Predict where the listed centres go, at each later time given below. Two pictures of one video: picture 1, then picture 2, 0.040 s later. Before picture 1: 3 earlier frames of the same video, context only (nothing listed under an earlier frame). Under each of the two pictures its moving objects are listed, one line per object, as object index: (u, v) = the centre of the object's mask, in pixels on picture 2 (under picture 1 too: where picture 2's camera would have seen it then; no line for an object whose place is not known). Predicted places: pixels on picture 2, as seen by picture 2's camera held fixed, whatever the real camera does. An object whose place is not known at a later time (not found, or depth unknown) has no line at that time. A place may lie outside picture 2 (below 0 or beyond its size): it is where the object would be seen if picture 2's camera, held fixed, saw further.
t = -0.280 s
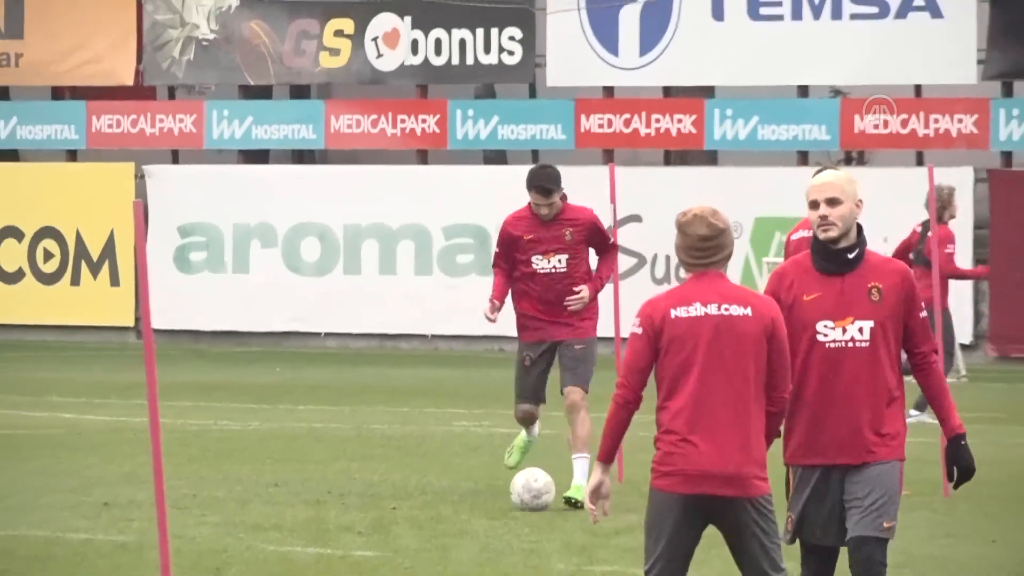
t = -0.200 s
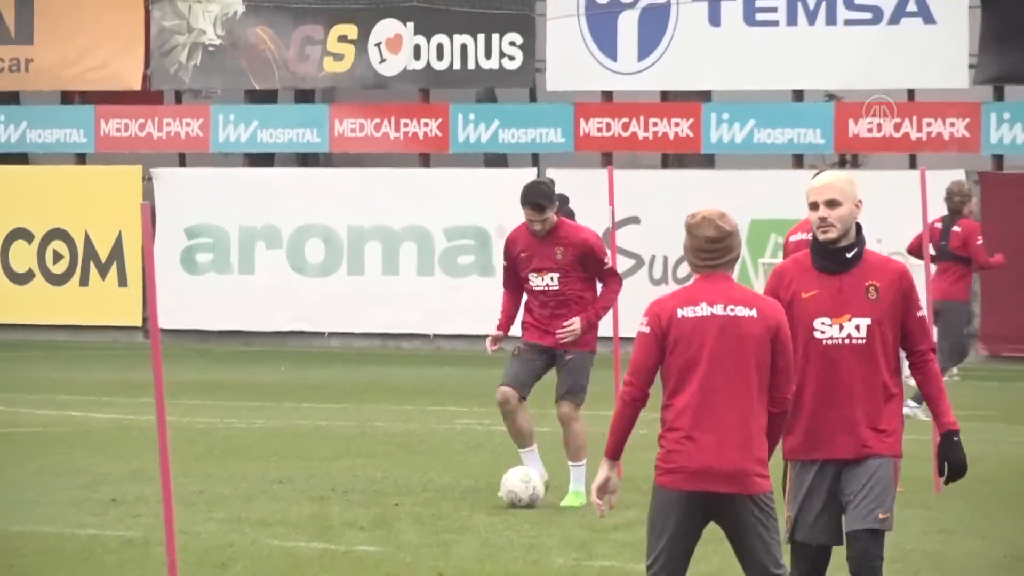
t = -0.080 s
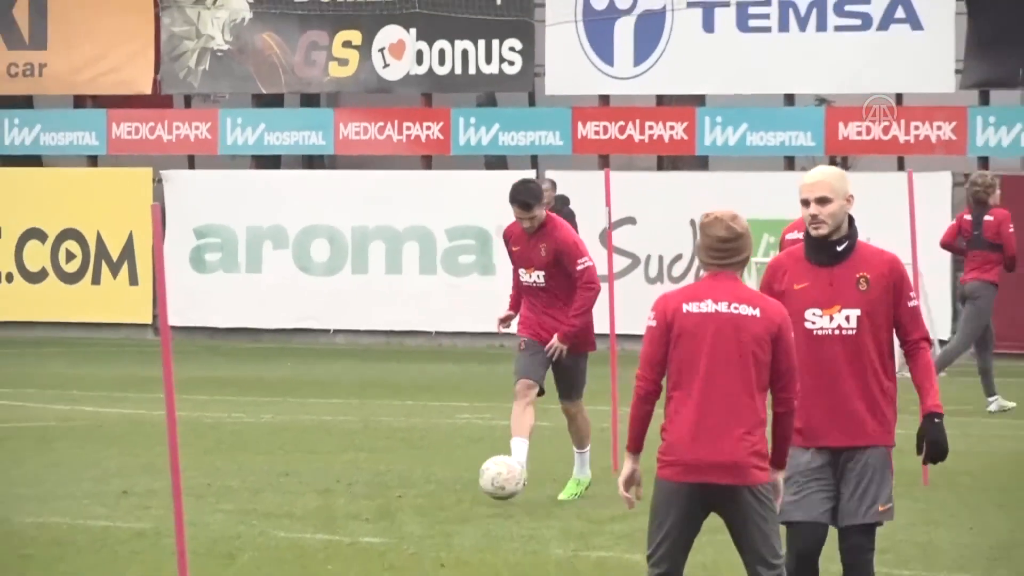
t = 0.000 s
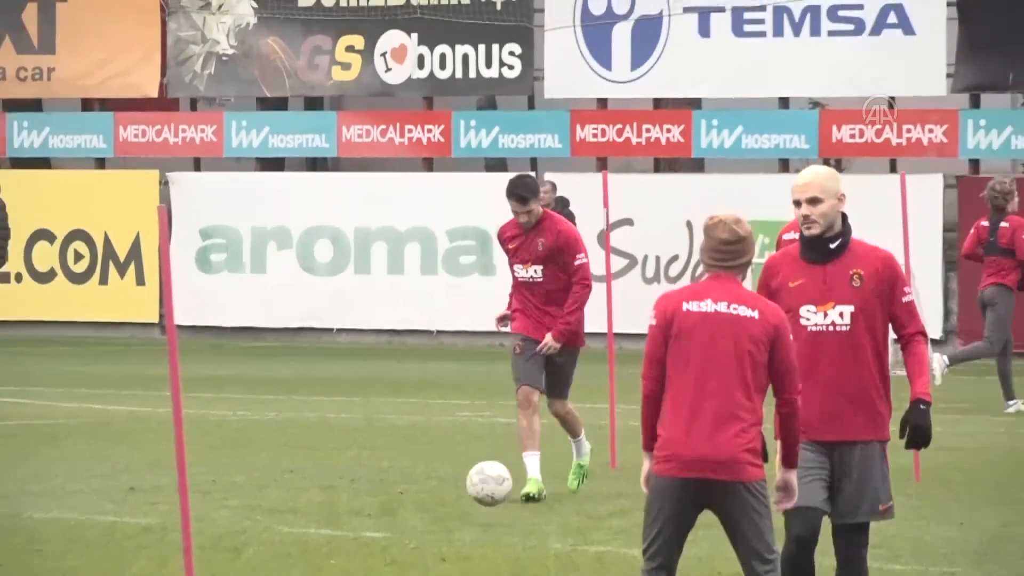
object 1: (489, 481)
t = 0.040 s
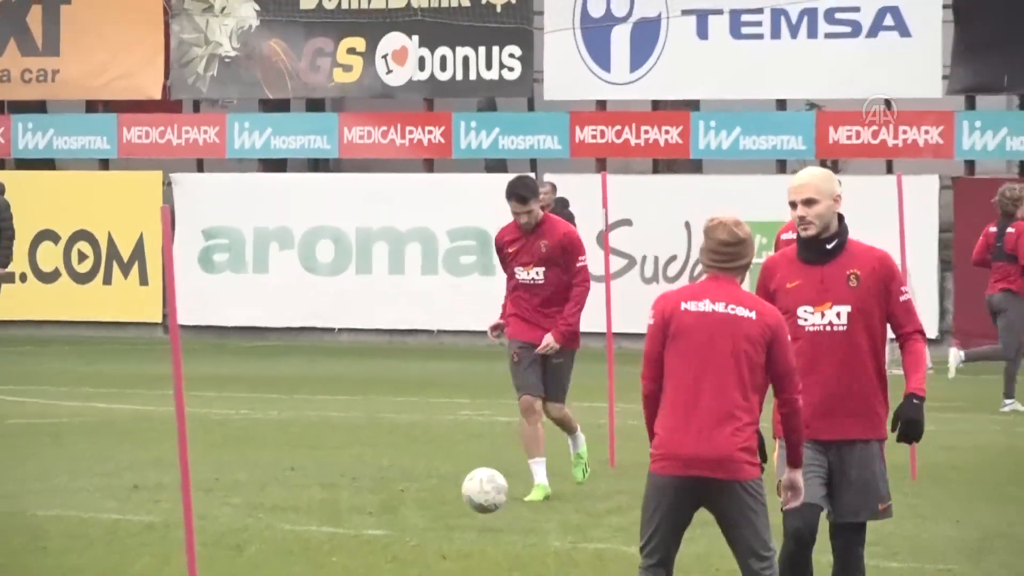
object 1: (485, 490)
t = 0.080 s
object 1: (481, 502)
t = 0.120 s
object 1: (479, 518)
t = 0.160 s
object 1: (478, 530)
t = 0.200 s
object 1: (479, 525)
